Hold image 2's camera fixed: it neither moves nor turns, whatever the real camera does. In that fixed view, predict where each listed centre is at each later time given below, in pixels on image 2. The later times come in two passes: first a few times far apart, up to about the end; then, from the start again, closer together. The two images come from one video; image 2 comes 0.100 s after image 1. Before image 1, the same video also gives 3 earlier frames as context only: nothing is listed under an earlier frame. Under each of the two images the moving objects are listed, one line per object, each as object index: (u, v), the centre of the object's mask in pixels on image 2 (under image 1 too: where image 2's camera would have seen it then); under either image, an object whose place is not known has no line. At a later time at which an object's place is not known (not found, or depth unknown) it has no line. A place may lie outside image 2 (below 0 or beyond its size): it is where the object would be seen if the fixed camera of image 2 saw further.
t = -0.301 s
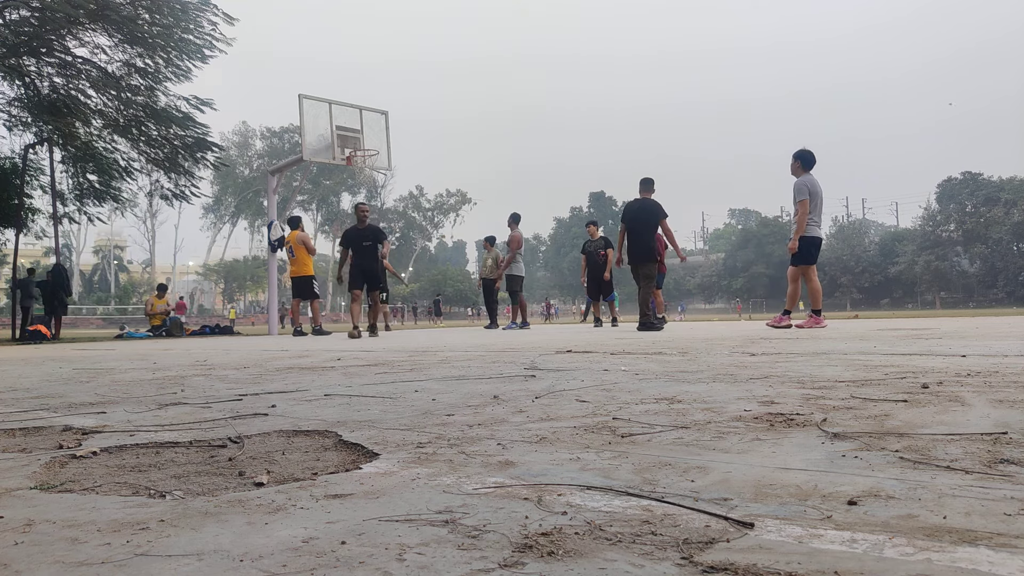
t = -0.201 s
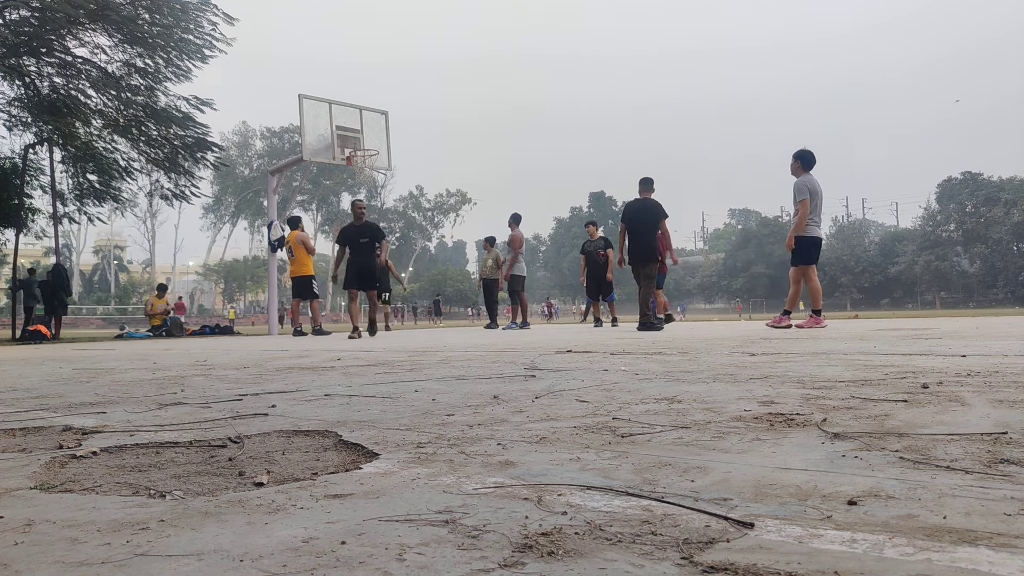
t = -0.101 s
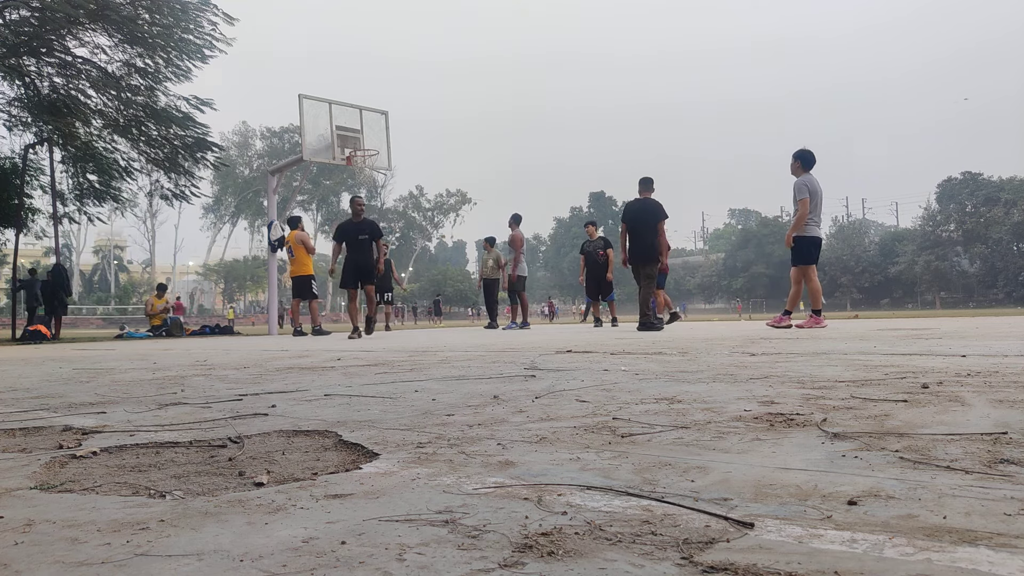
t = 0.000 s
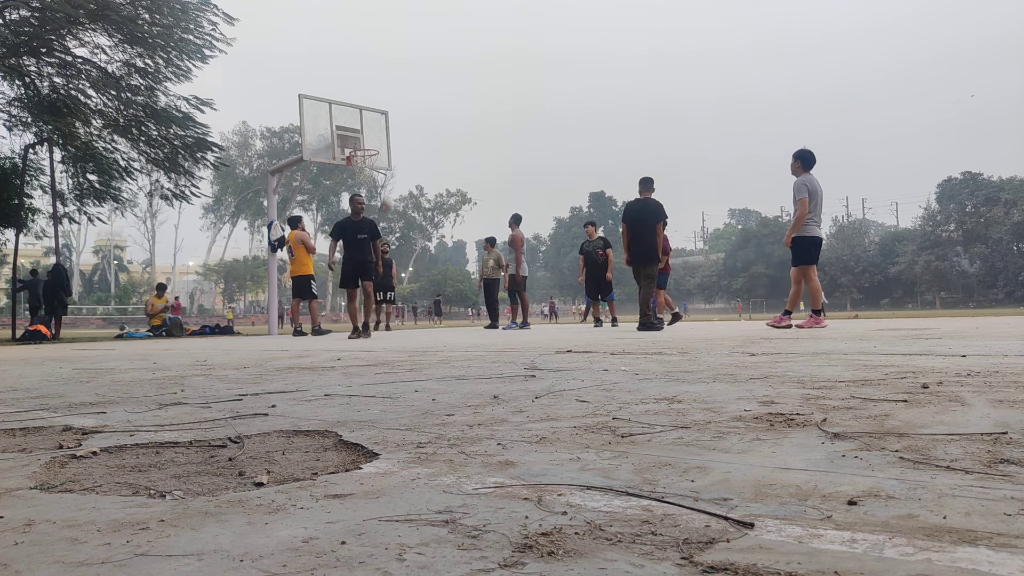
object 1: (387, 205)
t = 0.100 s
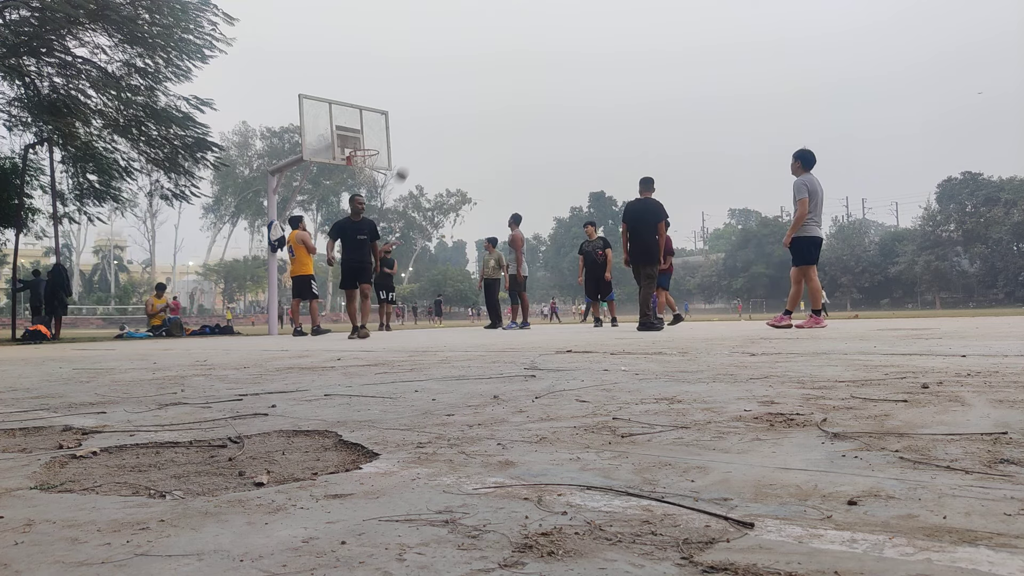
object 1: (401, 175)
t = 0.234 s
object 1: (424, 140)
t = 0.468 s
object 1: (470, 94)
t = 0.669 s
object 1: (517, 72)
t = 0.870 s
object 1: (573, 73)
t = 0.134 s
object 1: (407, 166)
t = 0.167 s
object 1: (413, 157)
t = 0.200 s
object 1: (418, 149)
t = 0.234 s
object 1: (424, 140)
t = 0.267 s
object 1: (430, 132)
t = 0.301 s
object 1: (436, 125)
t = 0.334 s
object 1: (443, 118)
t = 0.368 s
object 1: (449, 111)
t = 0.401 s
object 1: (456, 105)
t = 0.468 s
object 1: (470, 94)
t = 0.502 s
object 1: (477, 89)
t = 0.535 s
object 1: (484, 85)
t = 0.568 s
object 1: (492, 81)
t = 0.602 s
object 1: (500, 78)
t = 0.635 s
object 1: (508, 75)
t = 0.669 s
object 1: (517, 72)
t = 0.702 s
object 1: (525, 71)
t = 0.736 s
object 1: (534, 70)
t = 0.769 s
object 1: (543, 70)
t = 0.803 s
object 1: (553, 70)
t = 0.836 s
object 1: (563, 71)
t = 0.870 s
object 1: (573, 73)
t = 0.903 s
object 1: (583, 76)
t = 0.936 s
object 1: (594, 80)
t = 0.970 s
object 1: (606, 84)
